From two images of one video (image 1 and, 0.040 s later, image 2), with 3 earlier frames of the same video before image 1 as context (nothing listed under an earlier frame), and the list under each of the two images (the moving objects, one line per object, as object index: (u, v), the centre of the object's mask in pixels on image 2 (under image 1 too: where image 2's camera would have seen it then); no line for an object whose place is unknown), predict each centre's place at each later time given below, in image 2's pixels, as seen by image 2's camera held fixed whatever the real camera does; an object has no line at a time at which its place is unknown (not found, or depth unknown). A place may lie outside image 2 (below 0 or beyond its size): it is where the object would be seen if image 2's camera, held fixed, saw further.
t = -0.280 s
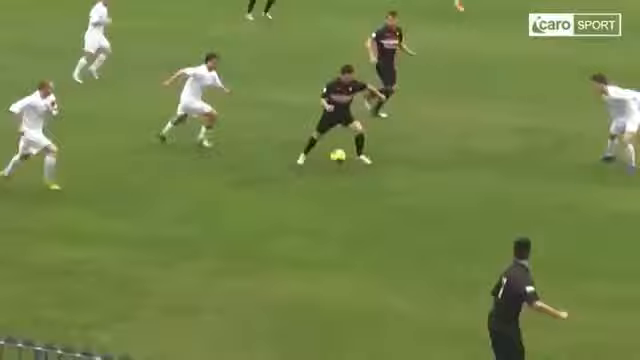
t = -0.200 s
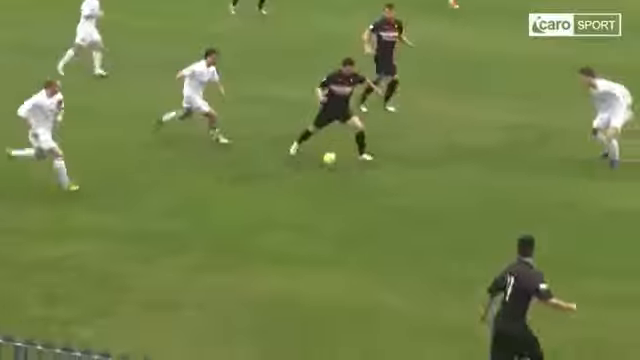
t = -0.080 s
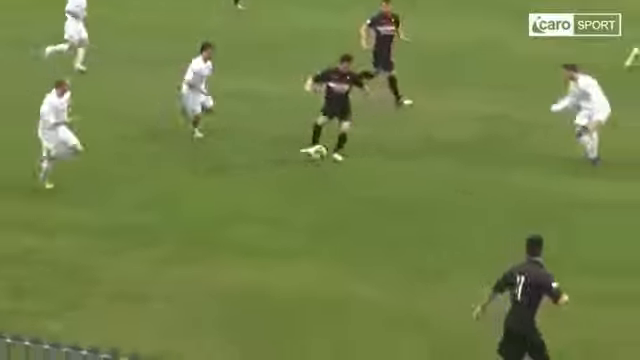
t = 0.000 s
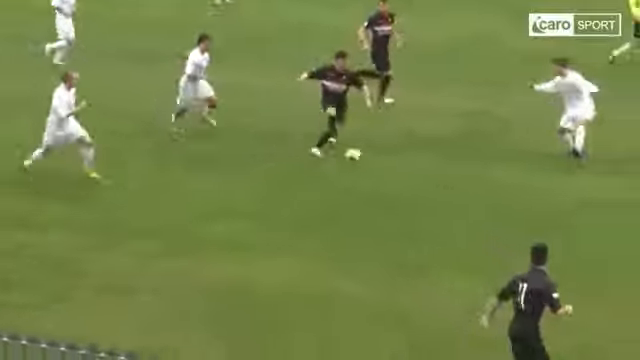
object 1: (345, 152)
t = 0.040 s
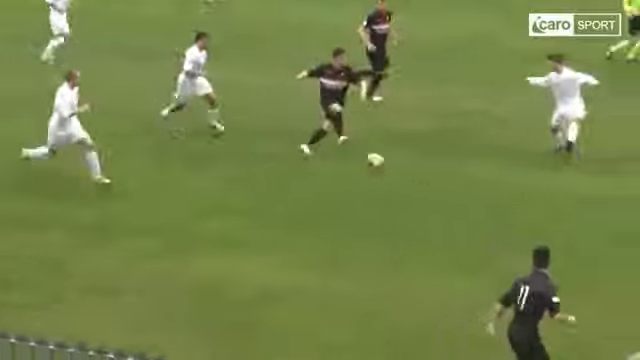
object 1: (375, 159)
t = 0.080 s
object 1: (403, 170)
